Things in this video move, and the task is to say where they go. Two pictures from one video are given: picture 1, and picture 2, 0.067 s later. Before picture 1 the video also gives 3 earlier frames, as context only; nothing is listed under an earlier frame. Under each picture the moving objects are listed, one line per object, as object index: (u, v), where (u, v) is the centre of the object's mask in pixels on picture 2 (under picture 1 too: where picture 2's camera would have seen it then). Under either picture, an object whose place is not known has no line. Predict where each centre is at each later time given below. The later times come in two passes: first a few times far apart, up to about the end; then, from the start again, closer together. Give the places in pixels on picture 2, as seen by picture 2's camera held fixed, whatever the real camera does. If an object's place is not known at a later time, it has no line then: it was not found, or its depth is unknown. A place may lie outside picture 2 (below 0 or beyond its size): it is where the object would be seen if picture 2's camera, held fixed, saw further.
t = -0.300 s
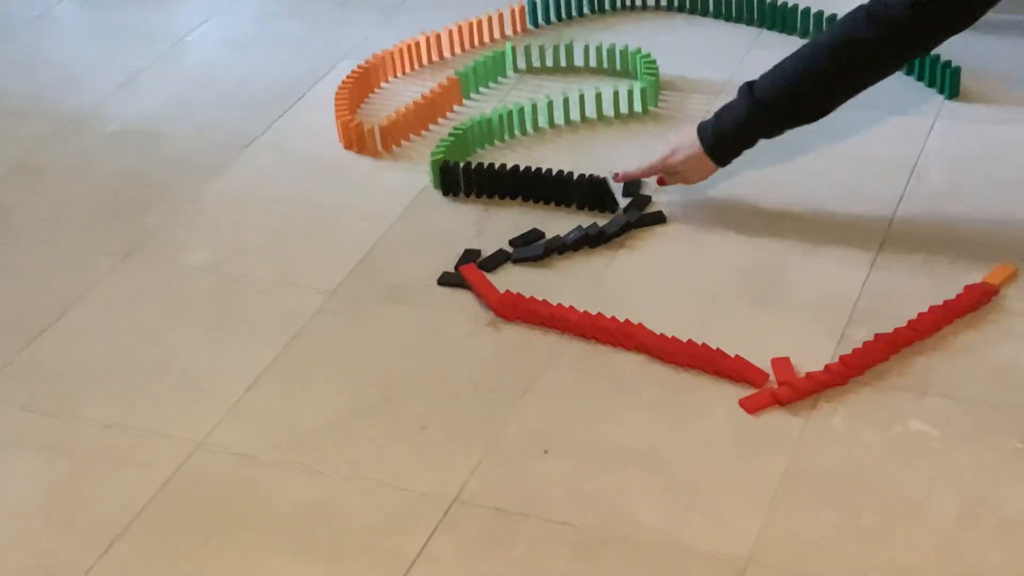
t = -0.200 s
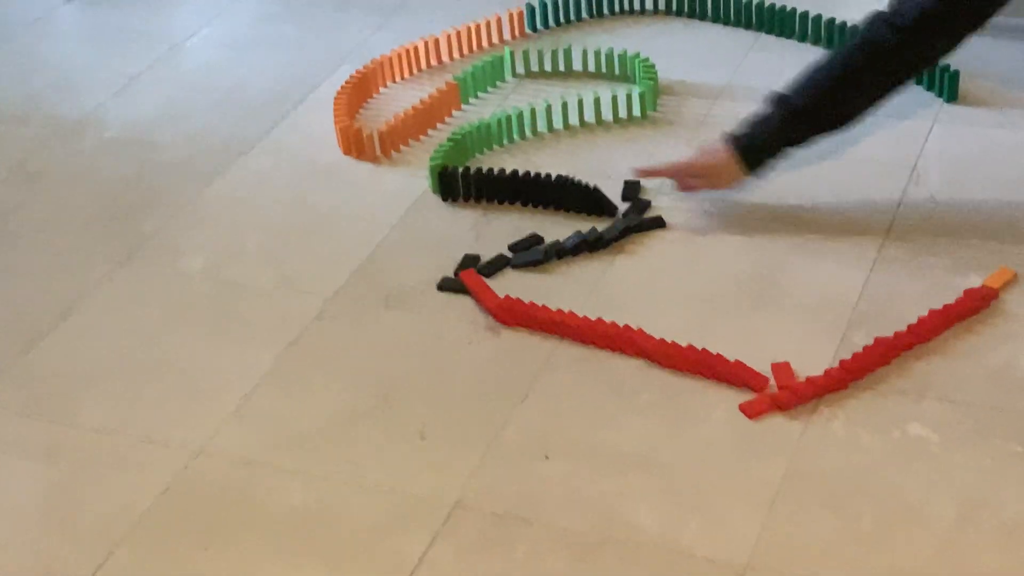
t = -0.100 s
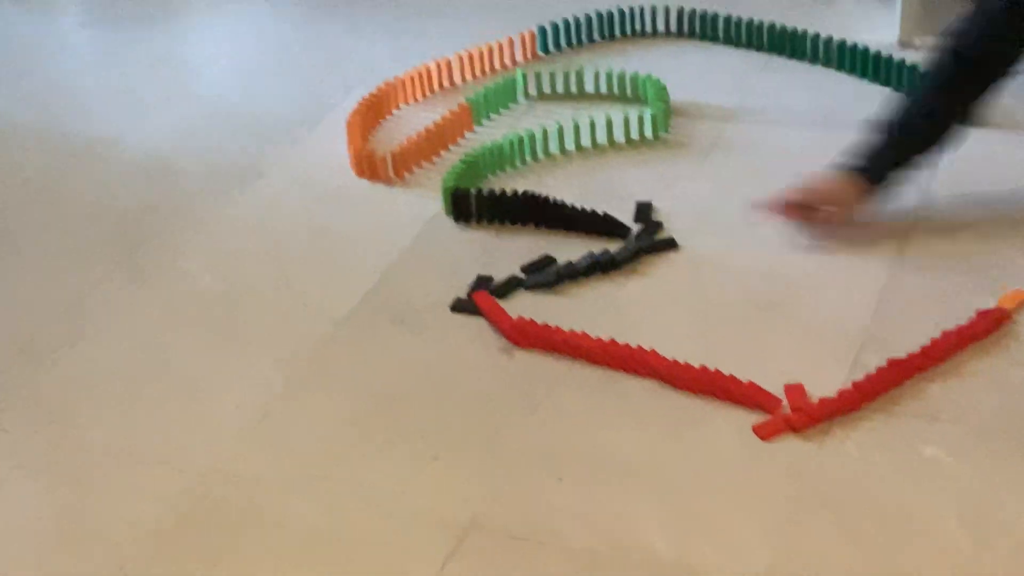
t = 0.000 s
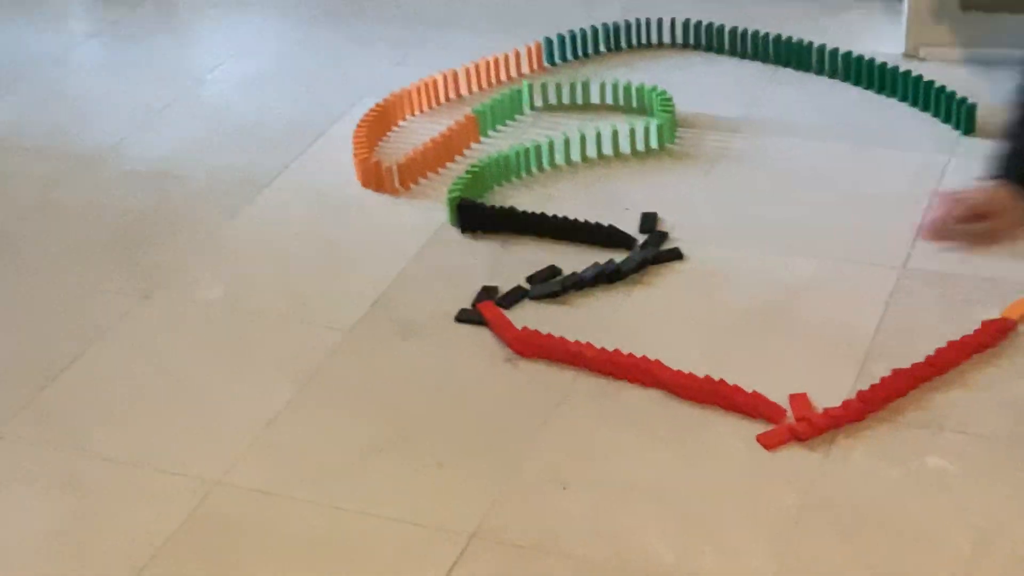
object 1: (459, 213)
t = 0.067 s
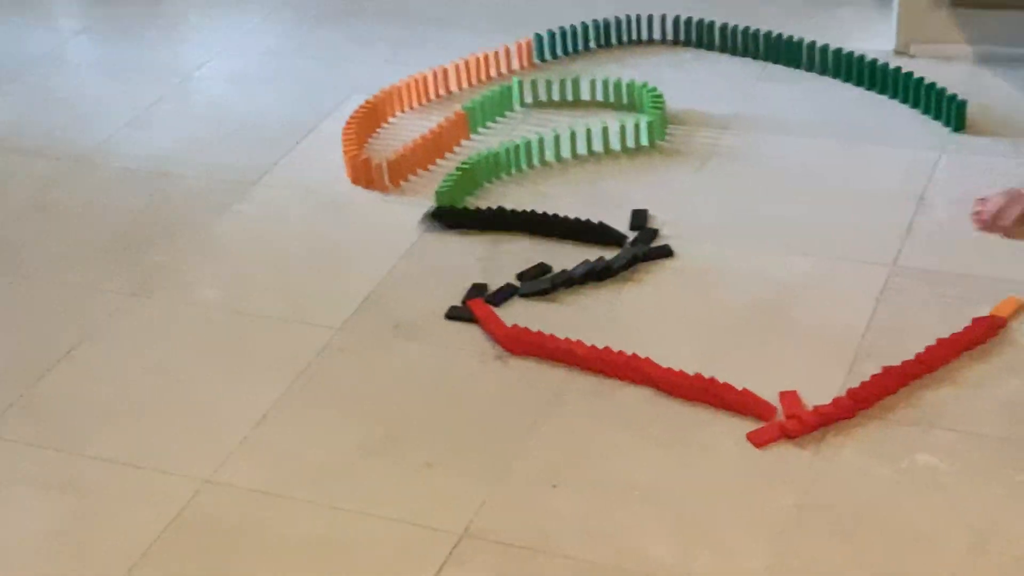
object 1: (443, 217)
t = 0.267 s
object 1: (417, 225)
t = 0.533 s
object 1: (417, 225)
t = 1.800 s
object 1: (420, 224)
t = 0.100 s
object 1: (424, 224)
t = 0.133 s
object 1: (420, 225)
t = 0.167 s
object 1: (418, 226)
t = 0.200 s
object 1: (418, 225)
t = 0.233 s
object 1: (419, 225)
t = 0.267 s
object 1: (417, 225)
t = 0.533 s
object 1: (417, 225)
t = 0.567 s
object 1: (419, 225)
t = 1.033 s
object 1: (419, 226)
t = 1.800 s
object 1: (420, 224)
